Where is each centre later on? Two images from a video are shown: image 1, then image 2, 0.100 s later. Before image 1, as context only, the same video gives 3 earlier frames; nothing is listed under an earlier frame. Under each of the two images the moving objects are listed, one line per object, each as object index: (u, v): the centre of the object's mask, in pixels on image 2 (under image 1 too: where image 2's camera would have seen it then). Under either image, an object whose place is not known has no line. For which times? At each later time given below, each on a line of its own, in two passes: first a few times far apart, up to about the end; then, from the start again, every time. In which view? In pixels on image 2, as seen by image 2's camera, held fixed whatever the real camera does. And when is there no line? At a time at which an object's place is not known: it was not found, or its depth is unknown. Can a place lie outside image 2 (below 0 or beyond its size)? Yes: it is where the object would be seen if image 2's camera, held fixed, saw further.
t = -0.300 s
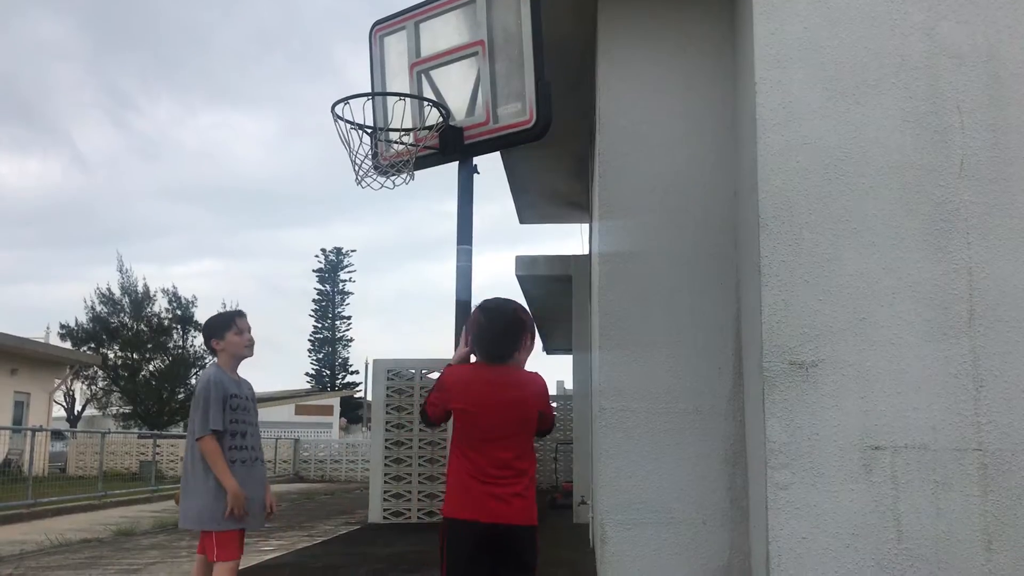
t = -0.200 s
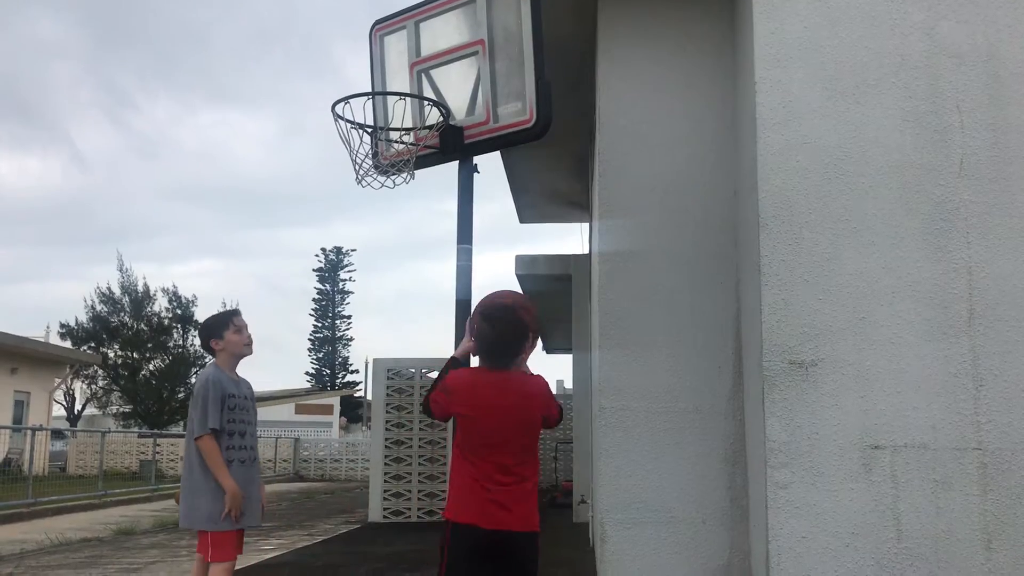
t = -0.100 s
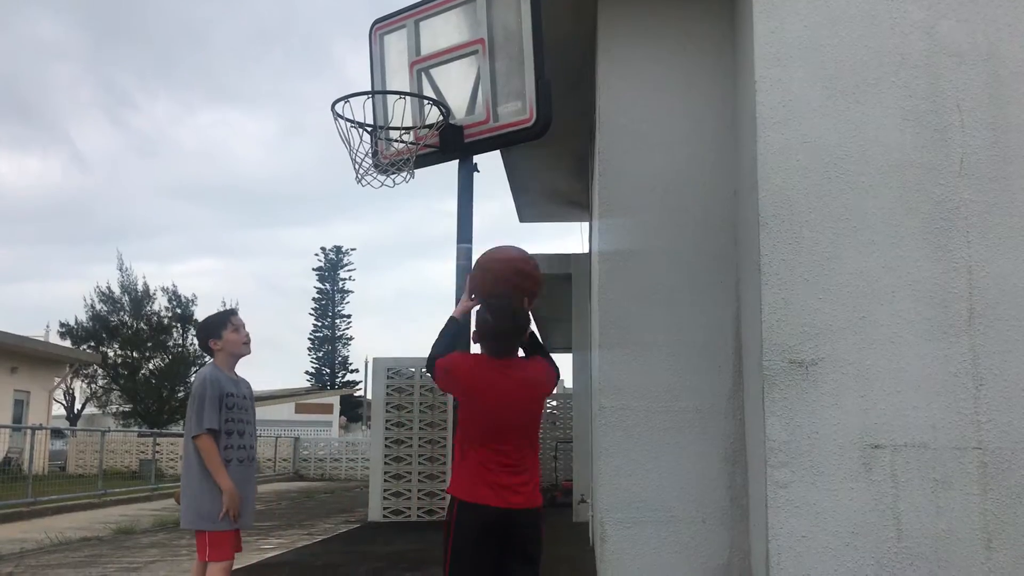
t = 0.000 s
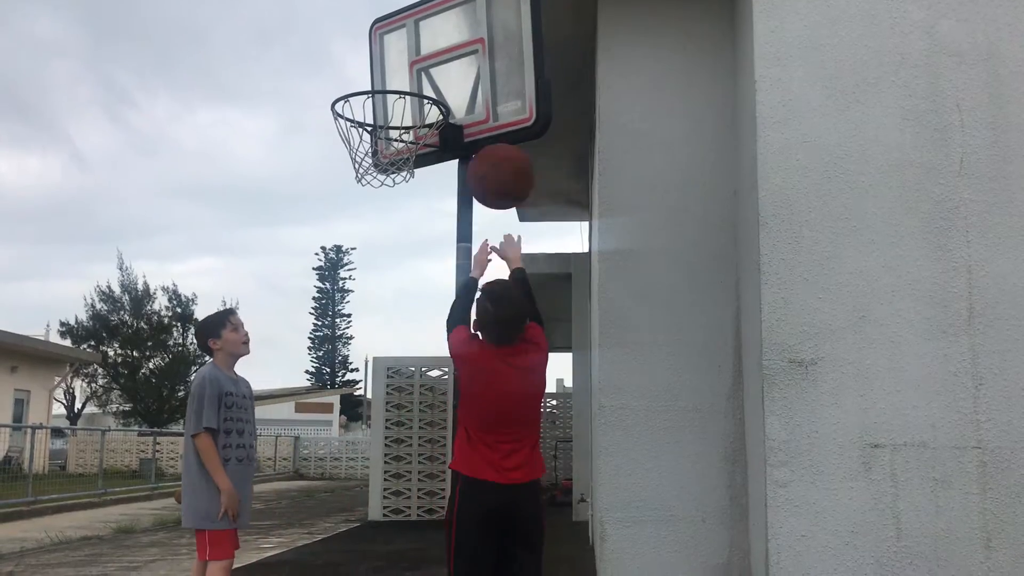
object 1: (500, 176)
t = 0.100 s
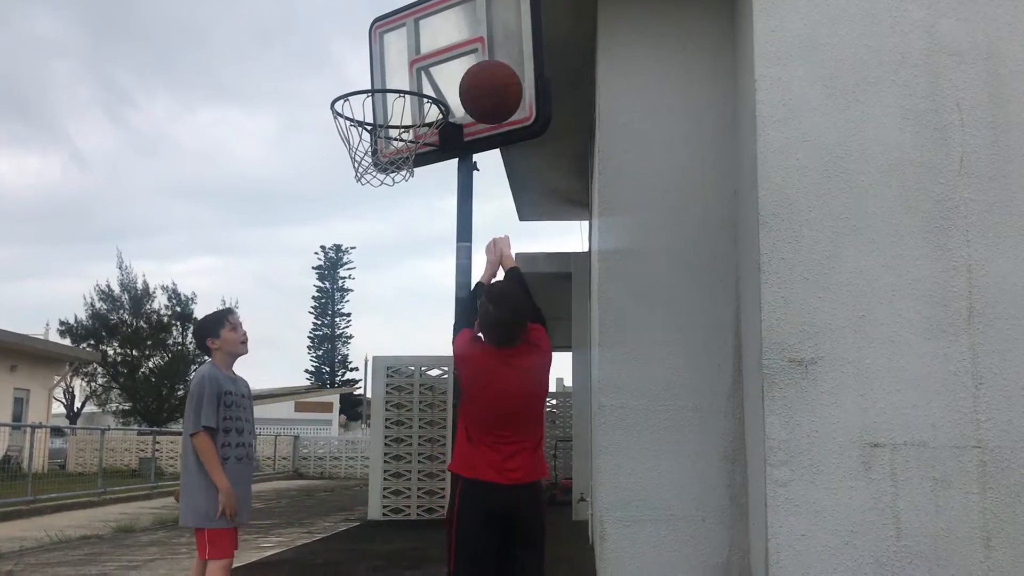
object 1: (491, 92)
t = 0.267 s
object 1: (476, 25)
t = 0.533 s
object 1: (397, 67)
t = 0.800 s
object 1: (356, 203)
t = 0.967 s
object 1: (361, 325)
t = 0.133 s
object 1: (488, 71)
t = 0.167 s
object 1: (485, 54)
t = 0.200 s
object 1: (482, 40)
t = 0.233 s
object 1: (479, 30)
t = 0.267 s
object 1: (476, 25)
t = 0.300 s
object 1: (467, 23)
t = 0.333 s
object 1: (457, 23)
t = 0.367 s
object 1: (447, 24)
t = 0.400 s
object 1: (437, 26)
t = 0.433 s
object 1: (427, 31)
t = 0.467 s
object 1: (417, 41)
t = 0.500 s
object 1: (407, 53)
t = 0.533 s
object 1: (397, 67)
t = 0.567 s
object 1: (386, 84)
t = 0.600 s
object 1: (376, 103)
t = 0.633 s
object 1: (365, 125)
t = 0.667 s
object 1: (356, 148)
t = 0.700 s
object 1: (353, 161)
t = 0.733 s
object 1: (354, 173)
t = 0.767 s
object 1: (355, 187)
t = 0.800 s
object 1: (356, 203)
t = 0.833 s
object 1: (357, 222)
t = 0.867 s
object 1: (358, 244)
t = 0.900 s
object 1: (359, 268)
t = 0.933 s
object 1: (361, 295)
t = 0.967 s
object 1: (361, 325)
